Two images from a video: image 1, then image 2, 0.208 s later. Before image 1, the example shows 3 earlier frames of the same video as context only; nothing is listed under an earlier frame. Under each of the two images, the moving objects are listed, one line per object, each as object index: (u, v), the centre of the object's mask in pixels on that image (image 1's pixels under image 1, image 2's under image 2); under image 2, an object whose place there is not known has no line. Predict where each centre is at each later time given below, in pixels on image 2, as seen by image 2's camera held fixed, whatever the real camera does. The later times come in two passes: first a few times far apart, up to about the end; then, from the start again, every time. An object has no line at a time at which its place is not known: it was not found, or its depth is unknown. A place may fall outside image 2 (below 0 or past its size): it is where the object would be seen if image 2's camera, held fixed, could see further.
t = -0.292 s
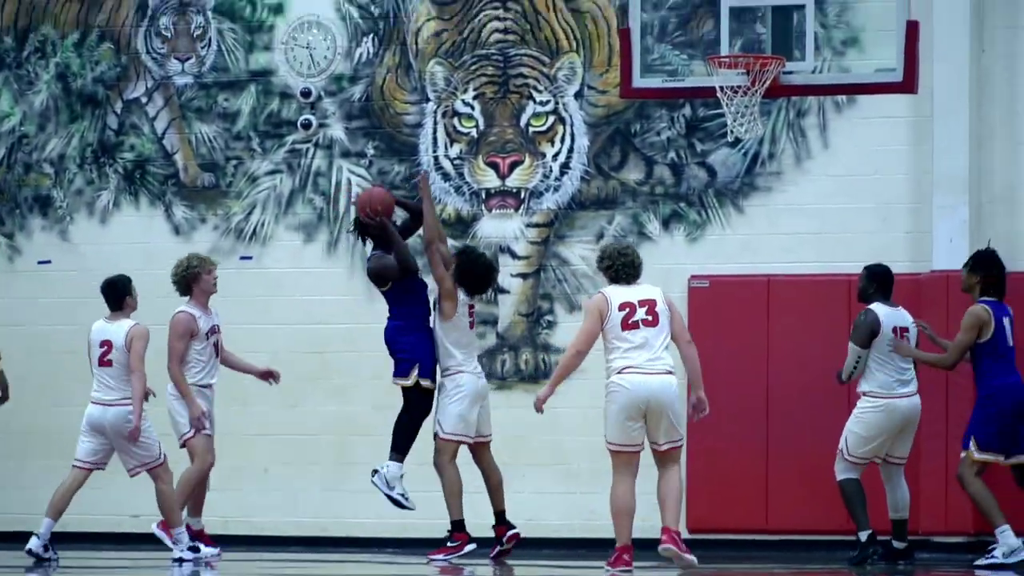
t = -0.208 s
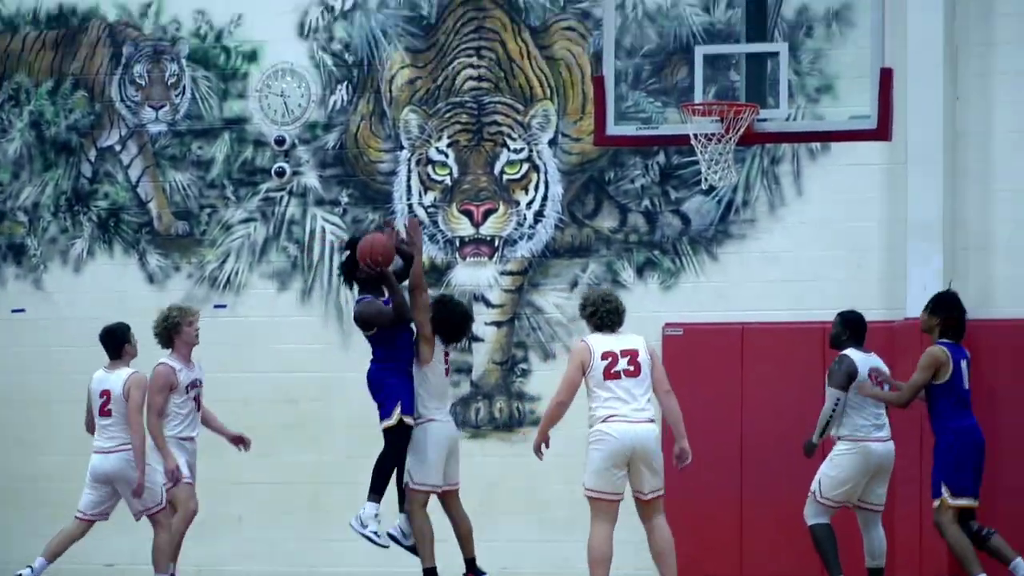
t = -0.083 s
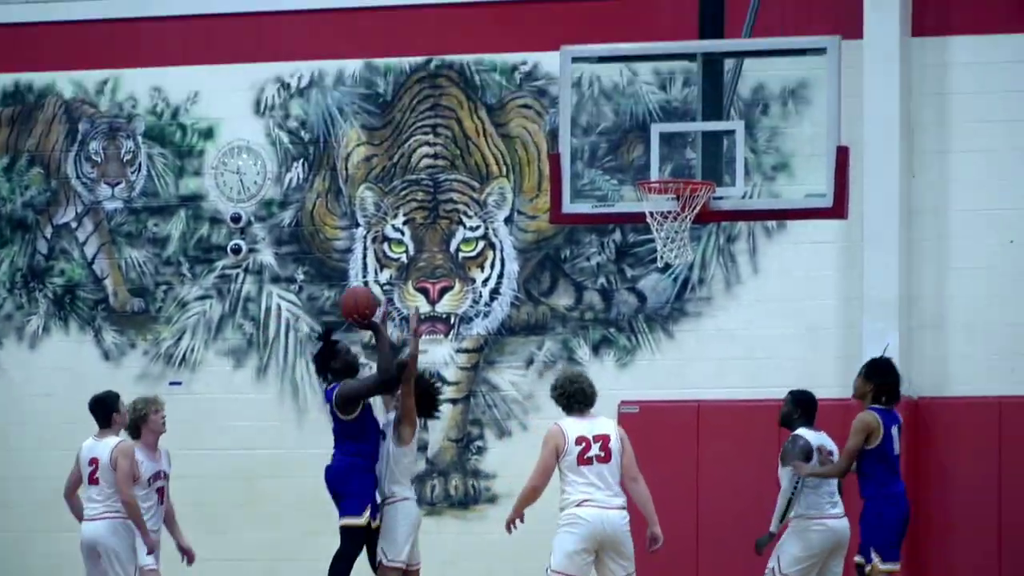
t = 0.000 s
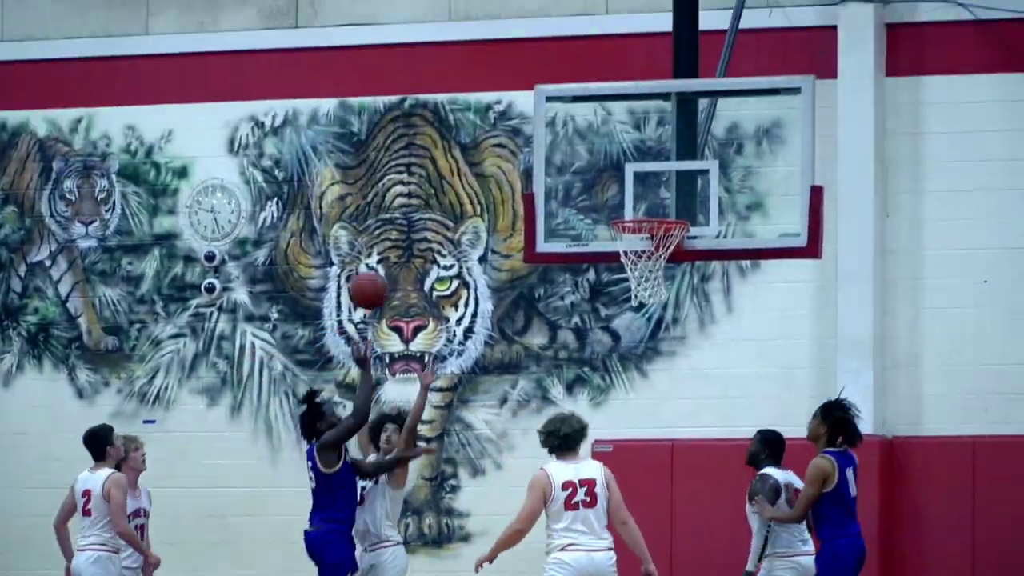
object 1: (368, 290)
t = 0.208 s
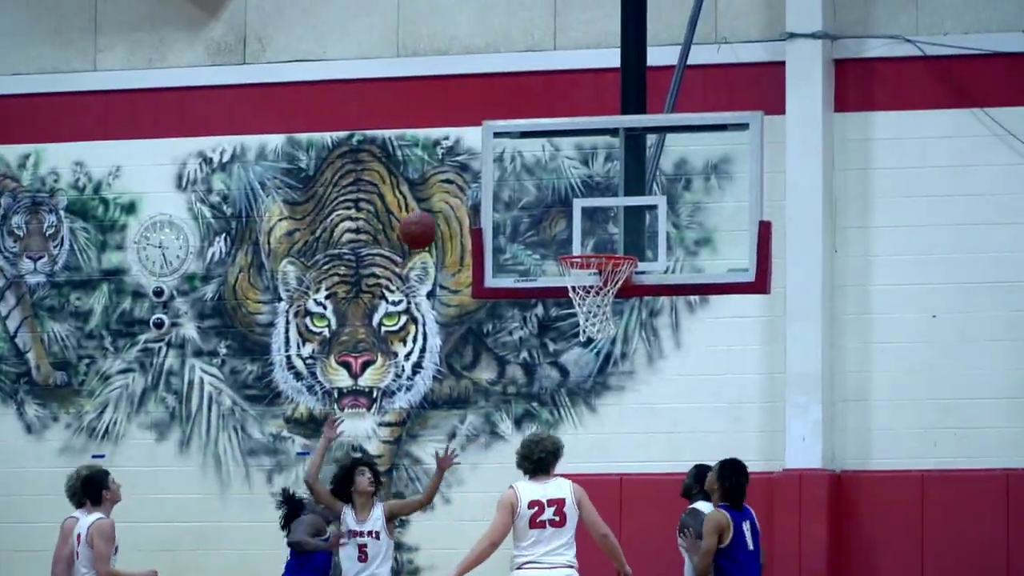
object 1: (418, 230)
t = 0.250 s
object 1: (439, 220)
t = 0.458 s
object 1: (538, 211)
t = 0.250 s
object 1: (439, 220)
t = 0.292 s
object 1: (459, 213)
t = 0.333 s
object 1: (480, 209)
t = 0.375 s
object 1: (499, 207)
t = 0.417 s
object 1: (519, 207)
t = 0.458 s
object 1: (538, 211)
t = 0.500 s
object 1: (558, 217)
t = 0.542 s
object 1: (572, 224)
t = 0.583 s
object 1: (577, 231)
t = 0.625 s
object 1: (583, 241)
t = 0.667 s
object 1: (588, 242)
